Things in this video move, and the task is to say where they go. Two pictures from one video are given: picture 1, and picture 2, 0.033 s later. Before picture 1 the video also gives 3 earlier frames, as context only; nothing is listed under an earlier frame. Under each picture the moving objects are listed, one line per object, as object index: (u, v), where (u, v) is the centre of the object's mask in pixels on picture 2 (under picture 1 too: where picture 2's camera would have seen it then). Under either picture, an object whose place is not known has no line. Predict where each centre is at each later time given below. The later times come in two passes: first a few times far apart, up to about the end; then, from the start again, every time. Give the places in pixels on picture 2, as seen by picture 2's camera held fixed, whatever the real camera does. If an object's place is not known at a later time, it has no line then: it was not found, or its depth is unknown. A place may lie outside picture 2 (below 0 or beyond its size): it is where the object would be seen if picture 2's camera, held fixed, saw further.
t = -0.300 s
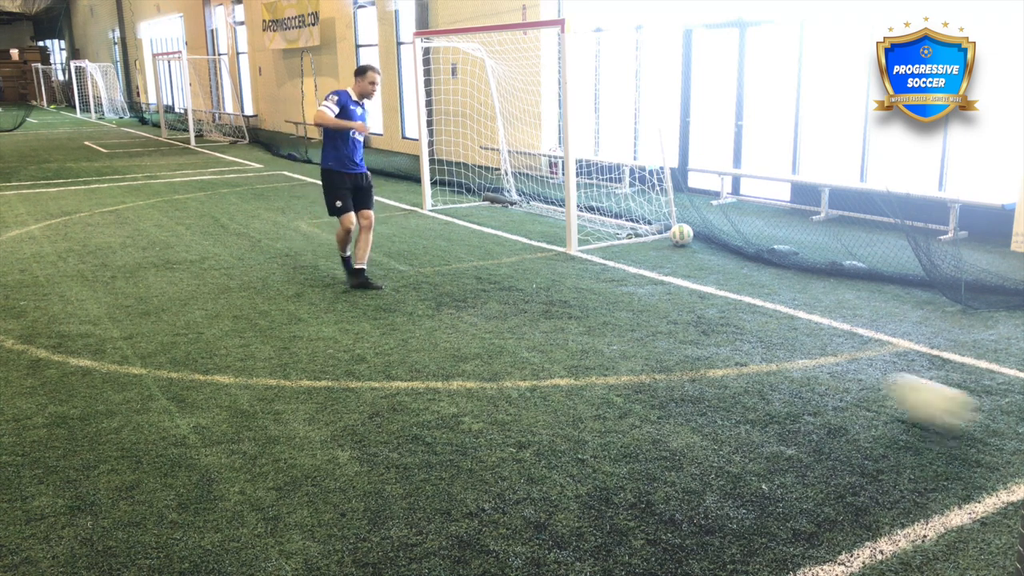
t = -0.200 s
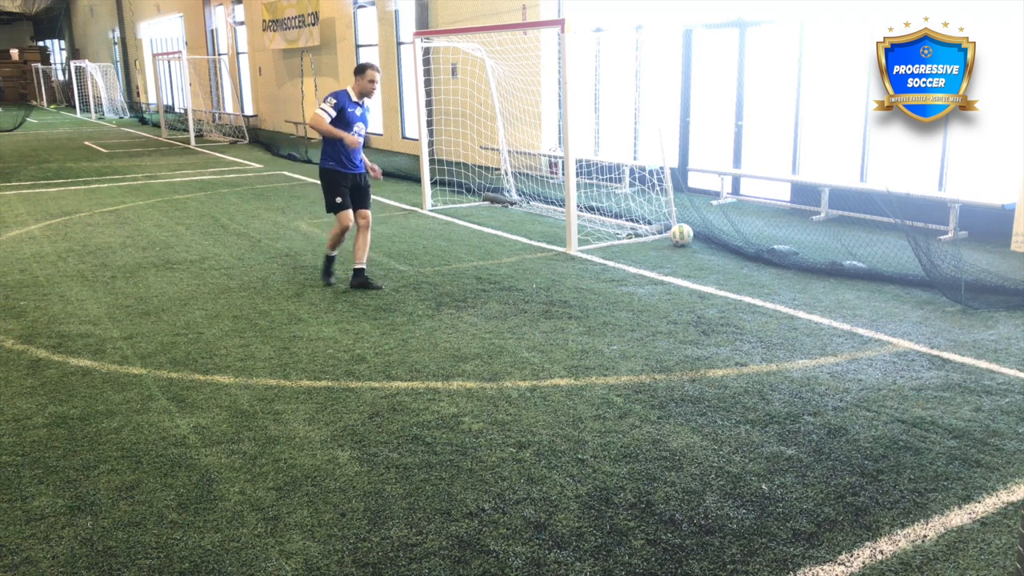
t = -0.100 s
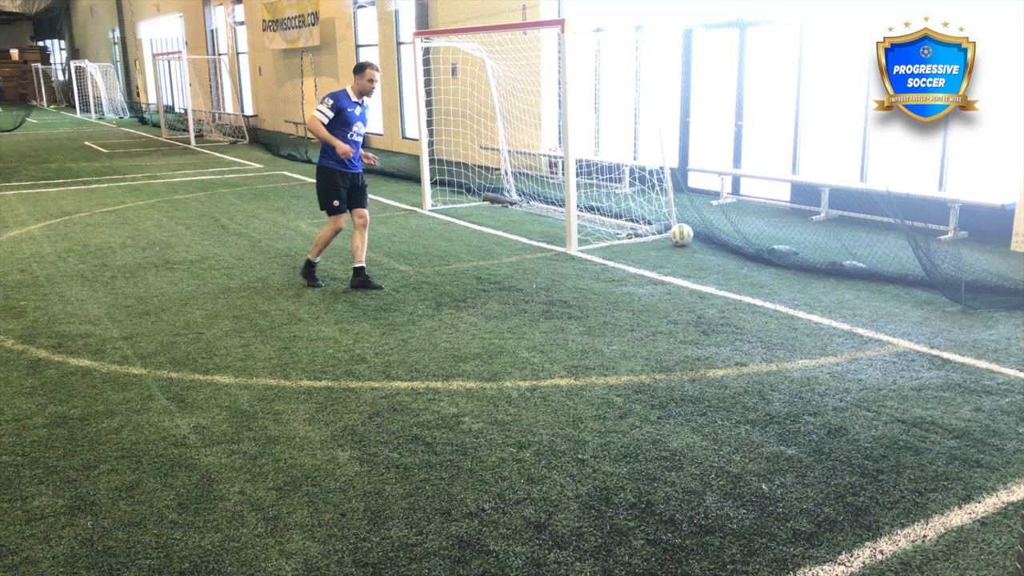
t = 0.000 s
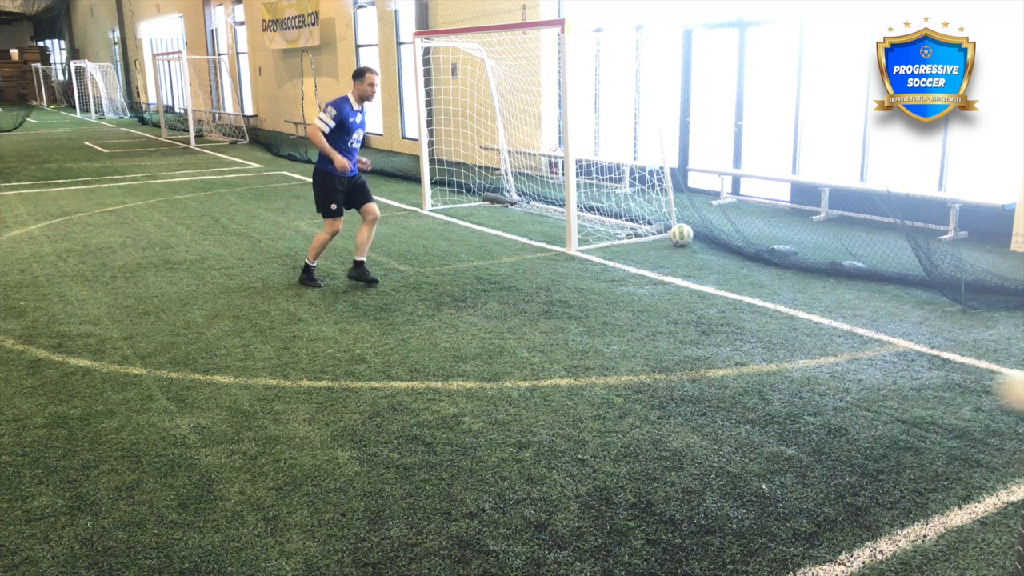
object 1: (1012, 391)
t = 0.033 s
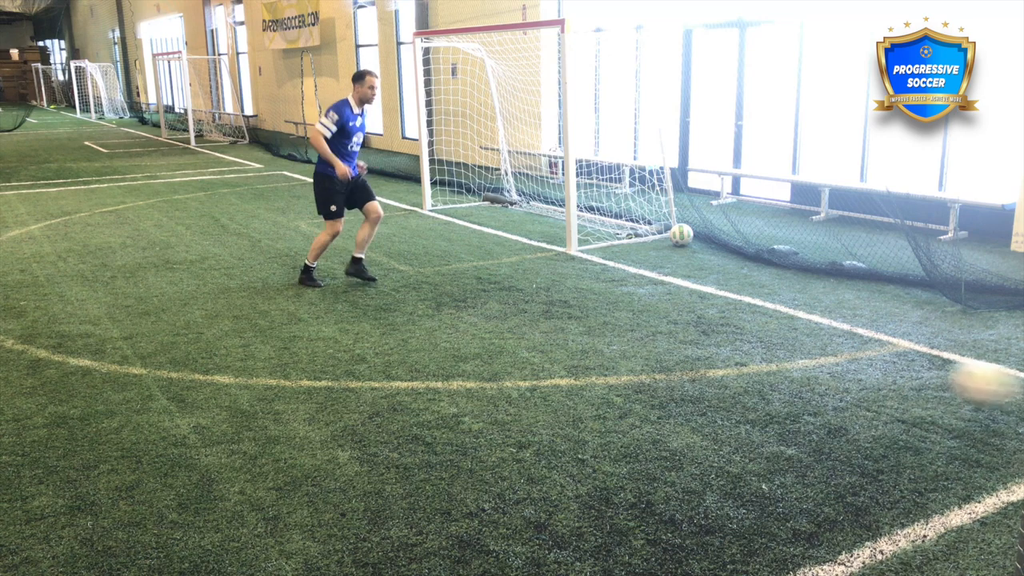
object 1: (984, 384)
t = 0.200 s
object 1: (828, 329)
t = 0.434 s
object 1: (701, 298)
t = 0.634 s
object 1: (638, 281)
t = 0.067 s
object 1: (941, 375)
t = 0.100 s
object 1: (903, 369)
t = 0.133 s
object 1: (876, 355)
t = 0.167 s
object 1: (850, 340)
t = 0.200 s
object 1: (828, 329)
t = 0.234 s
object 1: (805, 320)
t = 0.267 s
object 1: (786, 315)
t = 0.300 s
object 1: (765, 311)
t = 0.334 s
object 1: (747, 307)
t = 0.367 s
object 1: (728, 308)
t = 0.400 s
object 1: (713, 305)
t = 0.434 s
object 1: (701, 298)
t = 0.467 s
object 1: (690, 292)
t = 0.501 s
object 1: (678, 287)
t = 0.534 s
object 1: (668, 285)
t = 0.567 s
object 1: (657, 285)
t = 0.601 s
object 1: (648, 284)
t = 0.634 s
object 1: (638, 281)
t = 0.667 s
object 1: (629, 277)
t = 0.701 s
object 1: (620, 275)
